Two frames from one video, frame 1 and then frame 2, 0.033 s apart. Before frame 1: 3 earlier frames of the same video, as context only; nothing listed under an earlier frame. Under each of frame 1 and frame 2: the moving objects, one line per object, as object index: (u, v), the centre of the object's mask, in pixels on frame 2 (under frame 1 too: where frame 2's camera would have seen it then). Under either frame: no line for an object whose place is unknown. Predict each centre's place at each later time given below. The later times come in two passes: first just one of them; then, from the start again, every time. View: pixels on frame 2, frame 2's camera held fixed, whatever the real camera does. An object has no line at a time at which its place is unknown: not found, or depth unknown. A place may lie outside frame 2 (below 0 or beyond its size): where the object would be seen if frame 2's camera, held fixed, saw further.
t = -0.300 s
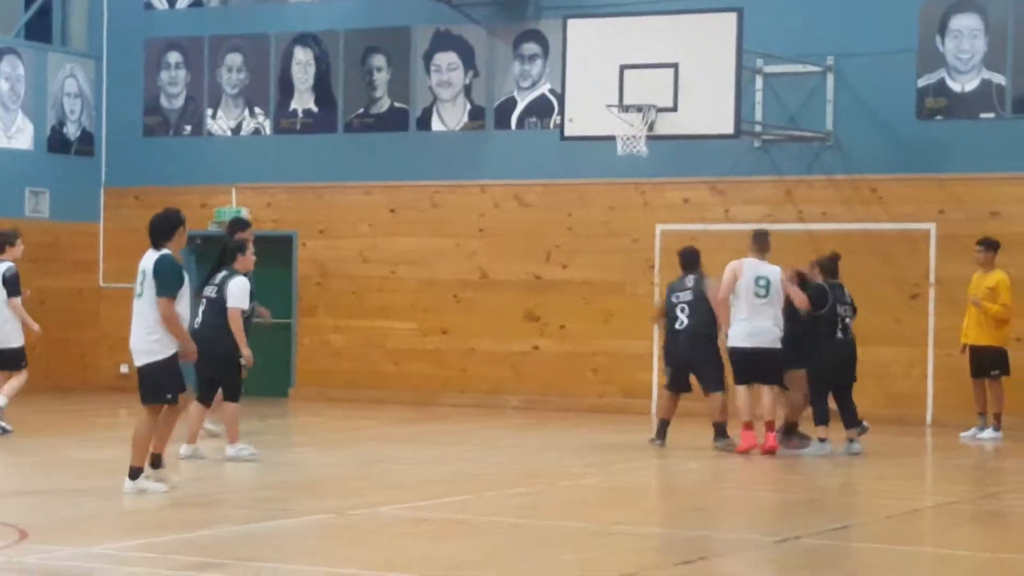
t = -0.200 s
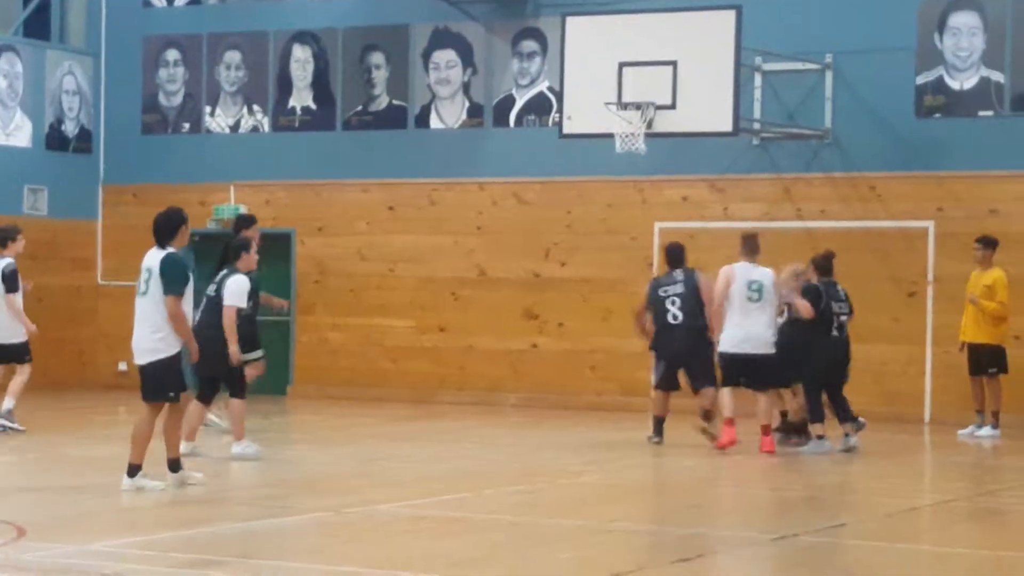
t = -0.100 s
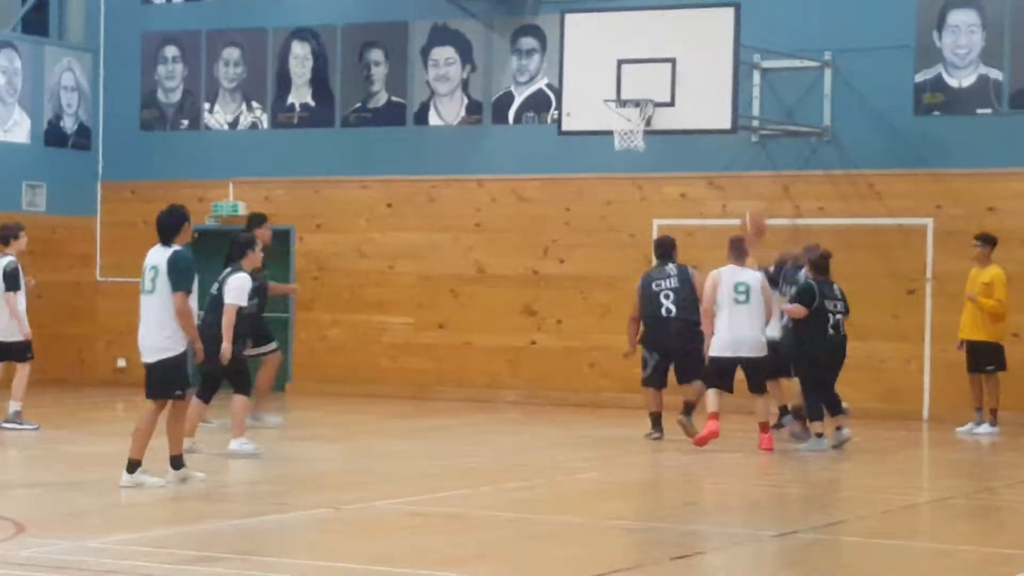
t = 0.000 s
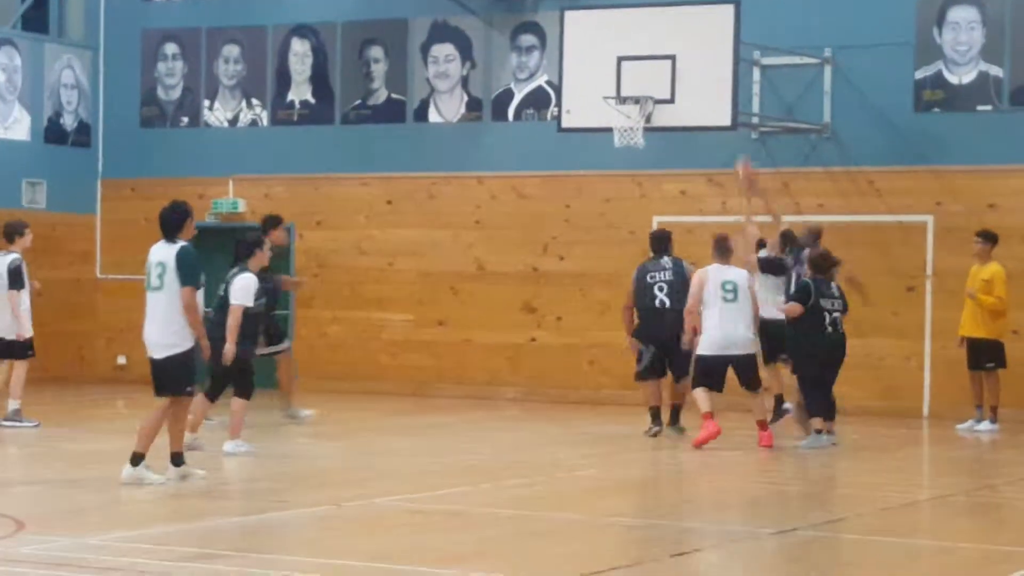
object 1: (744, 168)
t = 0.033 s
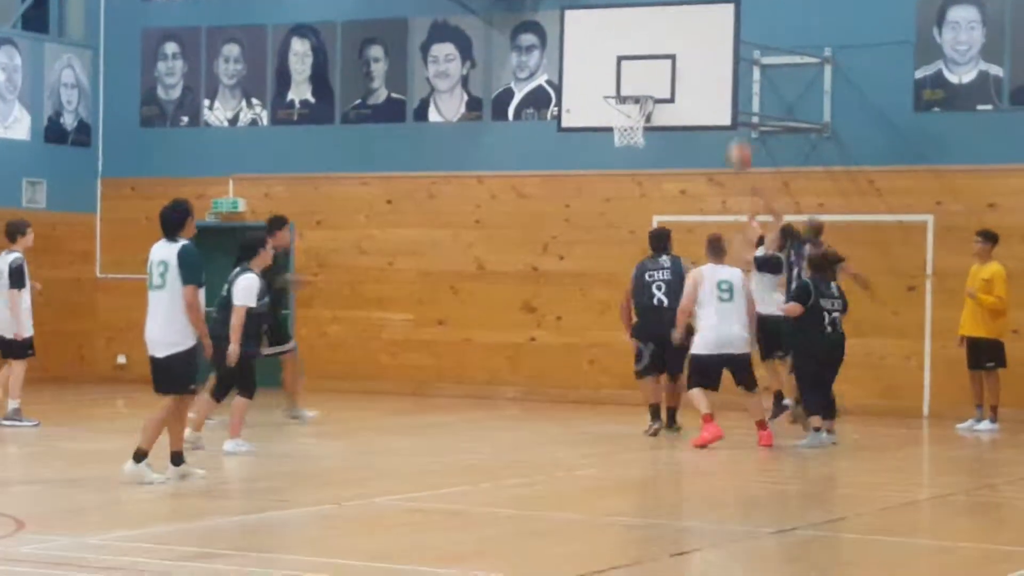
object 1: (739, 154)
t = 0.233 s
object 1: (702, 84)
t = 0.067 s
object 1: (733, 140)
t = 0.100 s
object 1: (729, 129)
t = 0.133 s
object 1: (722, 116)
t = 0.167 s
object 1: (715, 103)
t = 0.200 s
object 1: (709, 93)
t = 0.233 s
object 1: (702, 84)
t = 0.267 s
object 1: (696, 76)
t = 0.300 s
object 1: (689, 68)
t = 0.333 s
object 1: (683, 62)
